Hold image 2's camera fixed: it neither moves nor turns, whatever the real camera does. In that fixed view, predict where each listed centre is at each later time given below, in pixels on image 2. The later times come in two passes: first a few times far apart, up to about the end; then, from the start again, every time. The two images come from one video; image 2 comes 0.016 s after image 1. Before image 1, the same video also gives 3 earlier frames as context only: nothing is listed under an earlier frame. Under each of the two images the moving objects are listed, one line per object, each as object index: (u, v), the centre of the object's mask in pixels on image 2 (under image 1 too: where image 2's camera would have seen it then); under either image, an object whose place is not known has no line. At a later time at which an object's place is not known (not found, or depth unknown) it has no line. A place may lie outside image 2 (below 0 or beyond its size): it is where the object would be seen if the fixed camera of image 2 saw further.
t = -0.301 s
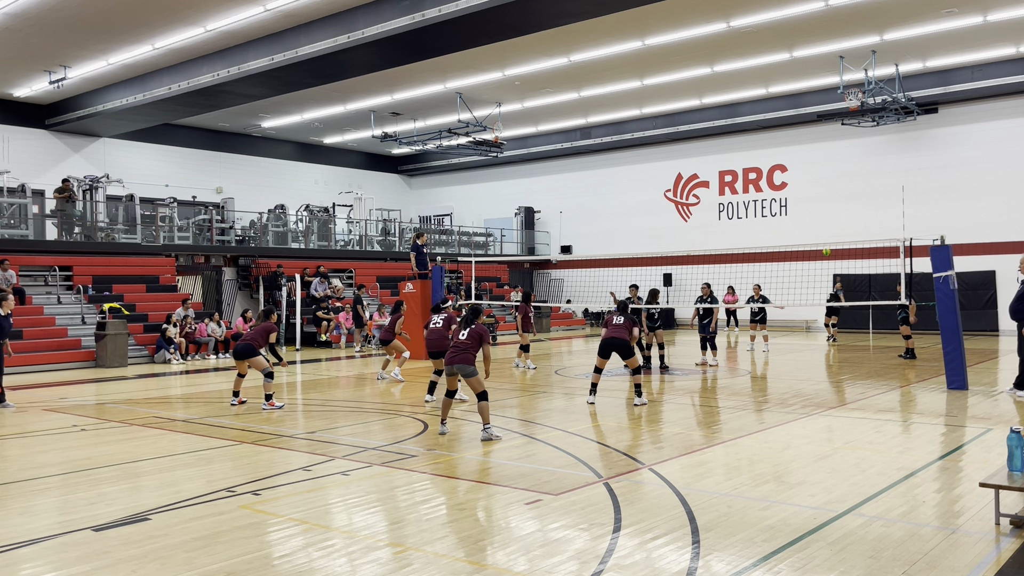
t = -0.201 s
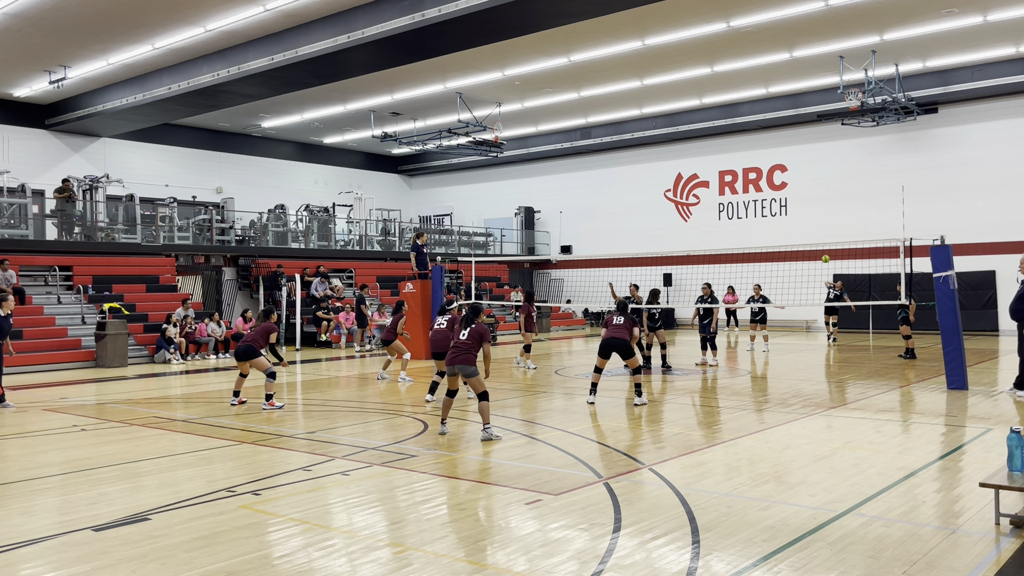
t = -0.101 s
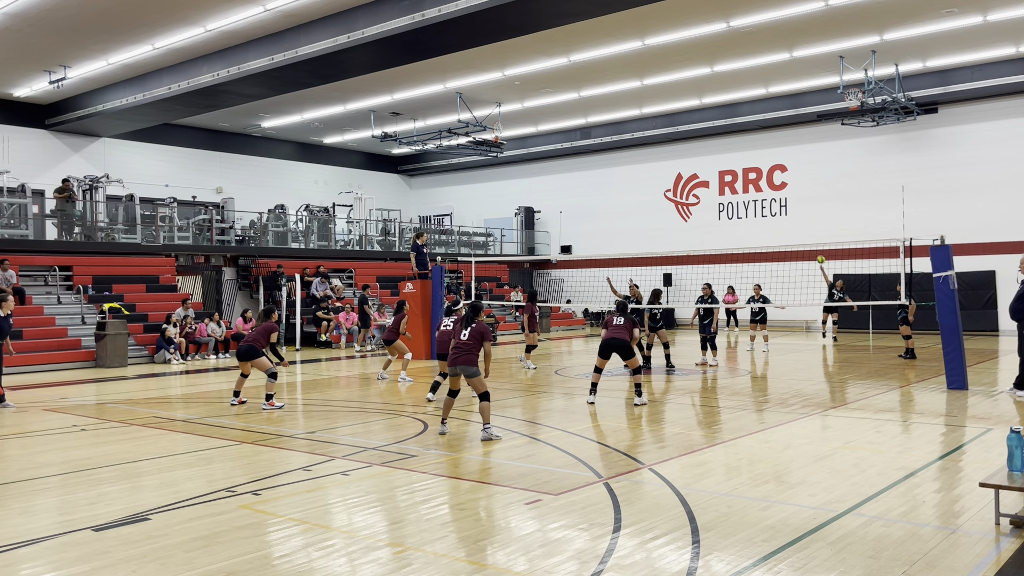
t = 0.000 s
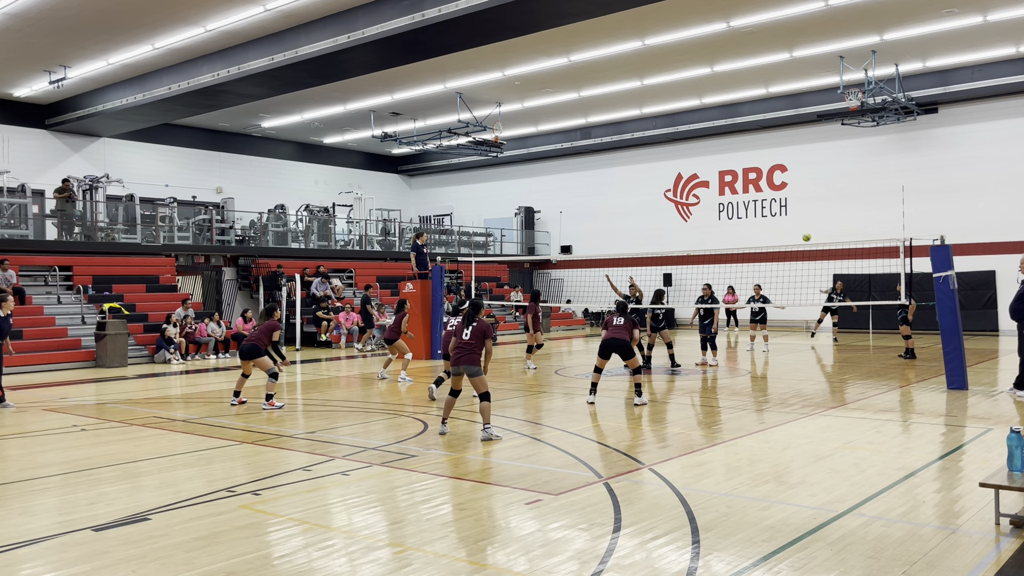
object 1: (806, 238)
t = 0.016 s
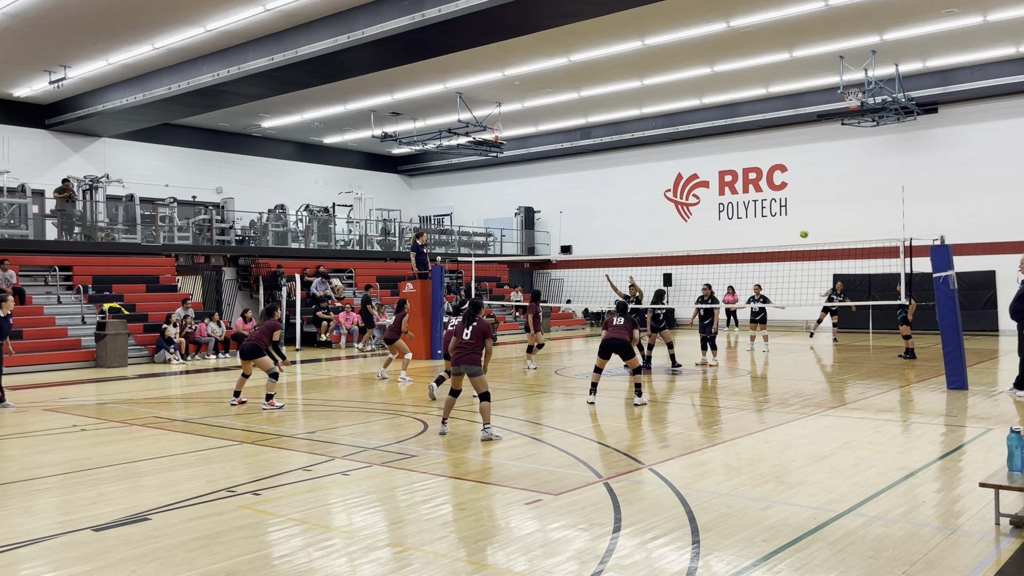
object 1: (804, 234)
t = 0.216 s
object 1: (770, 197)
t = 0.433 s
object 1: (726, 174)
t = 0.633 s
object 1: (676, 171)
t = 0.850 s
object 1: (613, 199)
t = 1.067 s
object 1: (538, 265)
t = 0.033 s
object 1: (801, 231)
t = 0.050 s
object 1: (799, 227)
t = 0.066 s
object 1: (796, 224)
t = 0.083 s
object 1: (793, 220)
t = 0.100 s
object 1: (791, 217)
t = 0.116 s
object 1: (788, 214)
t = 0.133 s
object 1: (785, 211)
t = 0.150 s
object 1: (782, 208)
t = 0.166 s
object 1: (779, 205)
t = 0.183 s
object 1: (776, 202)
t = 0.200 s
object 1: (773, 200)
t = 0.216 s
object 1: (770, 197)
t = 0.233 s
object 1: (768, 195)
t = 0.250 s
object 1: (764, 192)
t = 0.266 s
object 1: (761, 190)
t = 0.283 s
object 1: (758, 188)
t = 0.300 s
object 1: (755, 186)
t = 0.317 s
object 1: (752, 184)
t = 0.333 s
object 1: (748, 182)
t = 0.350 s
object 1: (745, 181)
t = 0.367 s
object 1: (741, 179)
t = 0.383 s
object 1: (737, 178)
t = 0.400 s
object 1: (734, 177)
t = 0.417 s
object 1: (731, 175)
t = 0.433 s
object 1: (726, 174)
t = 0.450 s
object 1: (722, 173)
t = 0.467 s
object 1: (718, 172)
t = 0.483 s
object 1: (714, 171)
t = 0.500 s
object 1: (710, 171)
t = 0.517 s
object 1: (705, 170)
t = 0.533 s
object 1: (701, 170)
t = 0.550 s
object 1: (697, 170)
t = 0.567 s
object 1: (693, 170)
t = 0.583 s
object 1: (689, 170)
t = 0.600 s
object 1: (684, 170)
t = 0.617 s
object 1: (680, 170)
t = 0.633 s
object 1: (676, 171)
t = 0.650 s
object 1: (671, 172)
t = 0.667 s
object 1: (666, 173)
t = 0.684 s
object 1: (662, 174)
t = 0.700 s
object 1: (657, 176)
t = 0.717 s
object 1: (653, 177)
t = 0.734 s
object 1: (648, 179)
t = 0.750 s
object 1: (643, 181)
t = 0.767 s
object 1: (638, 184)
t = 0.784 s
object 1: (633, 186)
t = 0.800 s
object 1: (628, 189)
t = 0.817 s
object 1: (623, 192)
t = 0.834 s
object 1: (618, 195)
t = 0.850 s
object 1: (613, 199)
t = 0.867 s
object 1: (607, 203)
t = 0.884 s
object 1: (602, 206)
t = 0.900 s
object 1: (597, 211)
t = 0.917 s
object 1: (591, 215)
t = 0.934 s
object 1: (585, 219)
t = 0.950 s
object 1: (580, 224)
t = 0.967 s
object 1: (574, 229)
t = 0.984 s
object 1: (568, 234)
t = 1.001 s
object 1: (562, 240)
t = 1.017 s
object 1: (557, 246)
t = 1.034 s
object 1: (551, 252)
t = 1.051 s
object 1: (544, 259)
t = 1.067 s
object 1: (538, 265)
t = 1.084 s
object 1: (532, 272)
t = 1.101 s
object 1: (526, 279)
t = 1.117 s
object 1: (521, 286)
